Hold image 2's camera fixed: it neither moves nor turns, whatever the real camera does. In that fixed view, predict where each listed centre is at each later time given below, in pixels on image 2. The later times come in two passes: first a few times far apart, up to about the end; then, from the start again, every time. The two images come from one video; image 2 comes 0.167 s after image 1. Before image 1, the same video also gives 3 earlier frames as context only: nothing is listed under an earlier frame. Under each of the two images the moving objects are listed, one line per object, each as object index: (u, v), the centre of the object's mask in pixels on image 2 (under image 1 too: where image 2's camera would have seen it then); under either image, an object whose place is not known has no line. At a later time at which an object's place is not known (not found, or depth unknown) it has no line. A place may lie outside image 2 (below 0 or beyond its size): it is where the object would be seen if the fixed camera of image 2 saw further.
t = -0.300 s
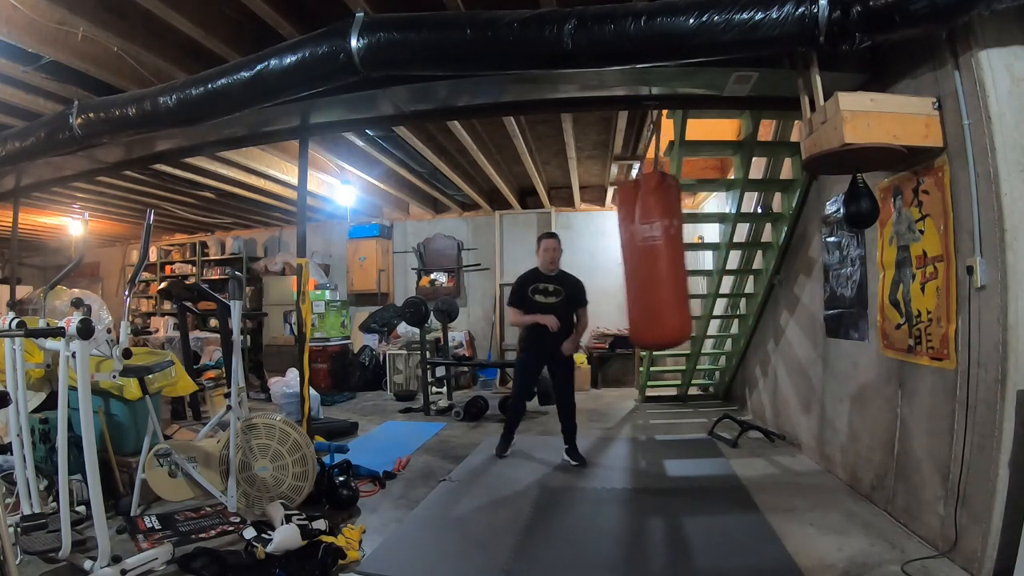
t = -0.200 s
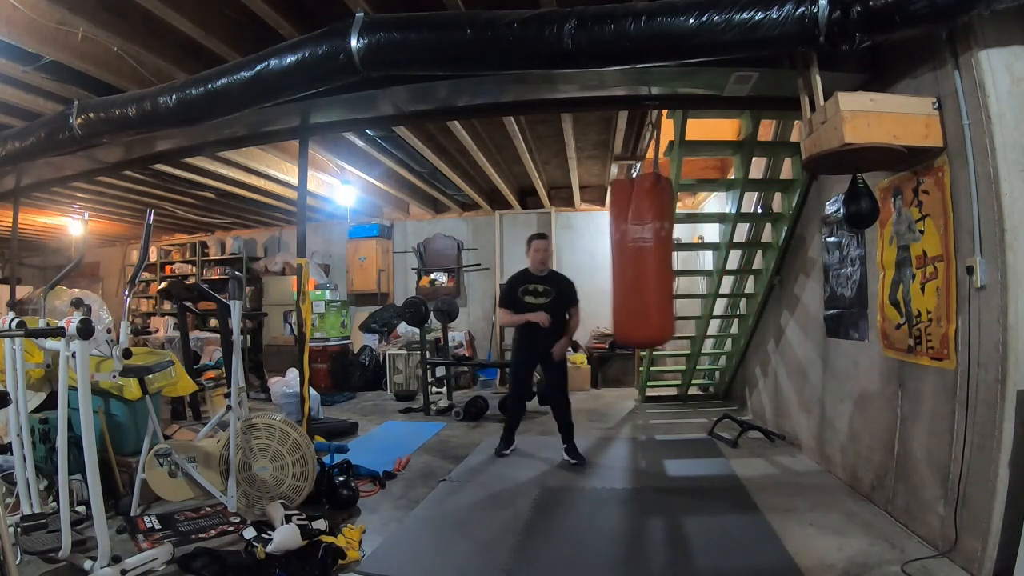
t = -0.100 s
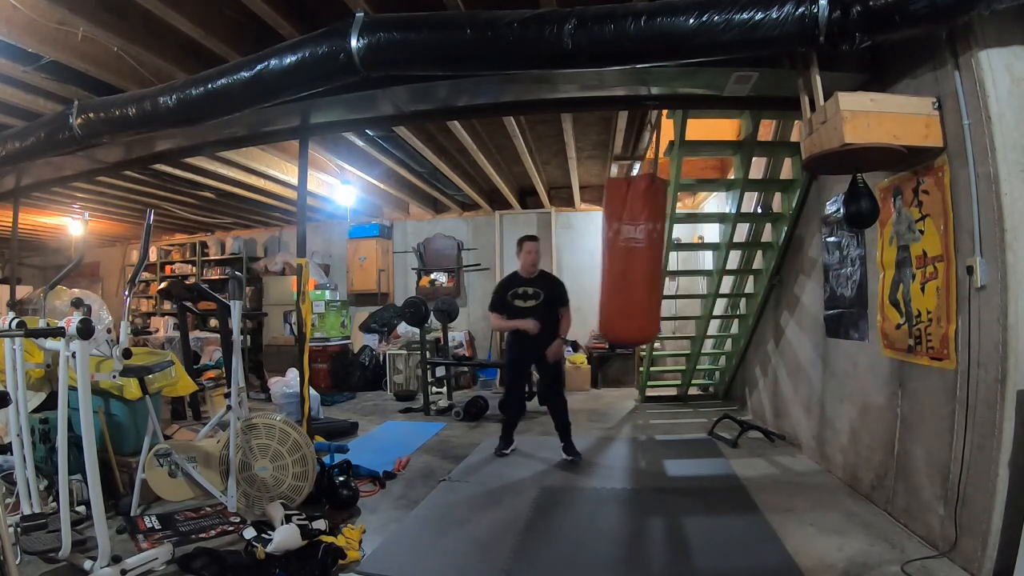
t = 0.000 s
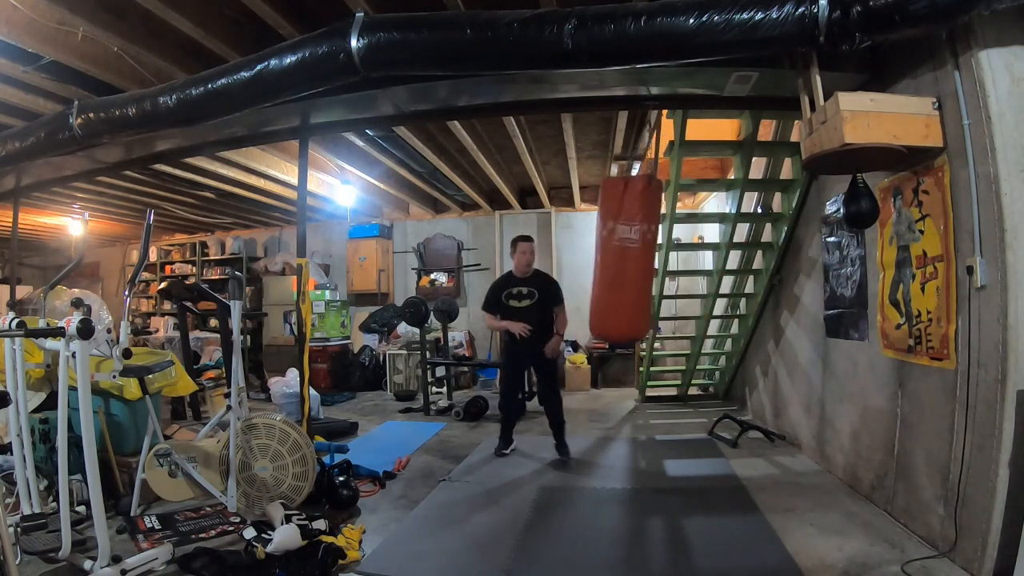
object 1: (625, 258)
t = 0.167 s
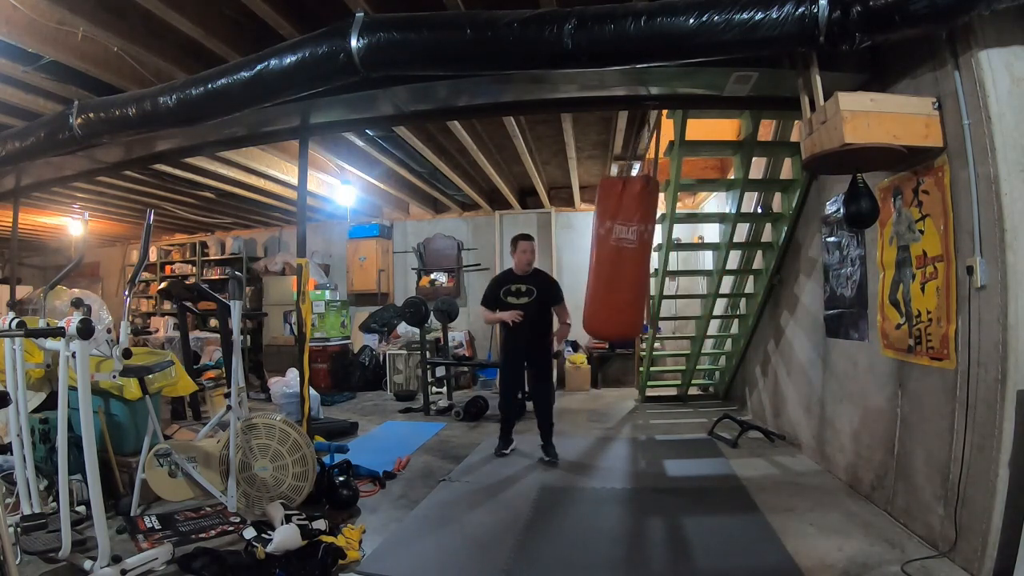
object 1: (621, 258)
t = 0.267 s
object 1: (622, 258)
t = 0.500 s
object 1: (639, 260)
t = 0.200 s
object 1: (621, 258)
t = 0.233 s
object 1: (621, 257)
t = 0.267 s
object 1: (622, 258)
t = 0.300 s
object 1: (623, 258)
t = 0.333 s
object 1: (625, 258)
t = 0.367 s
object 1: (627, 258)
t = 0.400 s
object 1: (630, 259)
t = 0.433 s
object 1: (632, 259)
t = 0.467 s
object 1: (635, 260)
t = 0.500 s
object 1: (639, 260)
